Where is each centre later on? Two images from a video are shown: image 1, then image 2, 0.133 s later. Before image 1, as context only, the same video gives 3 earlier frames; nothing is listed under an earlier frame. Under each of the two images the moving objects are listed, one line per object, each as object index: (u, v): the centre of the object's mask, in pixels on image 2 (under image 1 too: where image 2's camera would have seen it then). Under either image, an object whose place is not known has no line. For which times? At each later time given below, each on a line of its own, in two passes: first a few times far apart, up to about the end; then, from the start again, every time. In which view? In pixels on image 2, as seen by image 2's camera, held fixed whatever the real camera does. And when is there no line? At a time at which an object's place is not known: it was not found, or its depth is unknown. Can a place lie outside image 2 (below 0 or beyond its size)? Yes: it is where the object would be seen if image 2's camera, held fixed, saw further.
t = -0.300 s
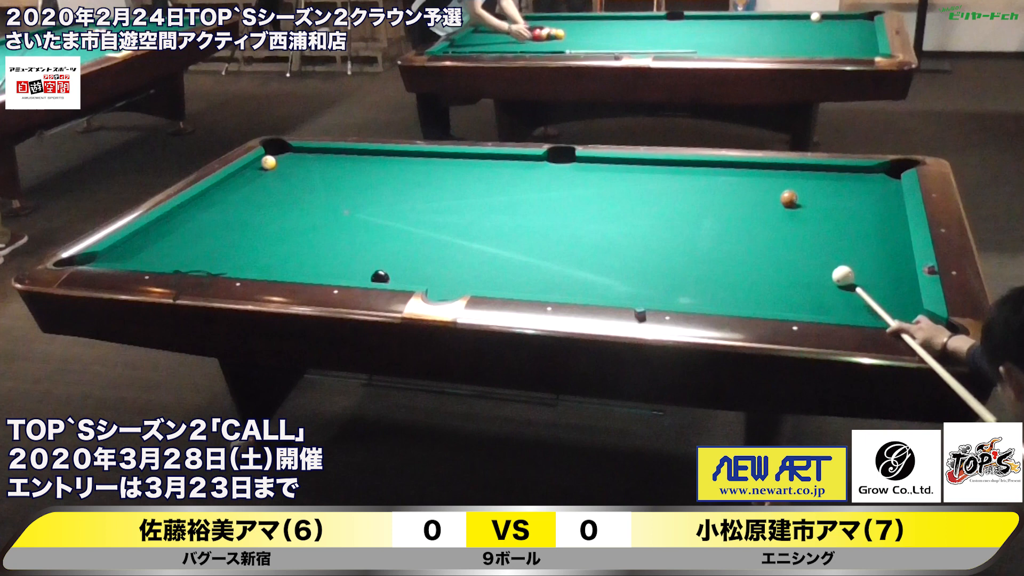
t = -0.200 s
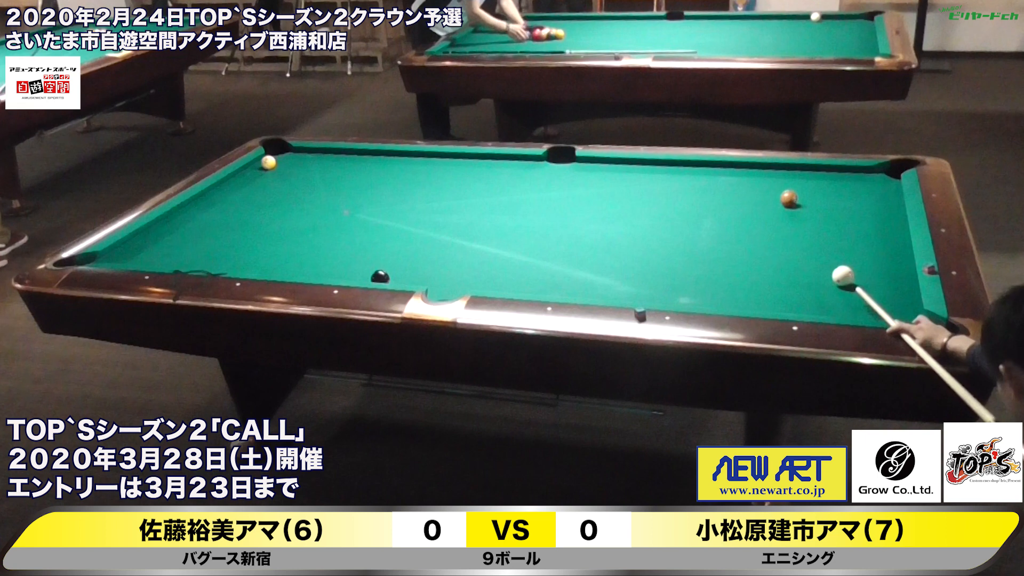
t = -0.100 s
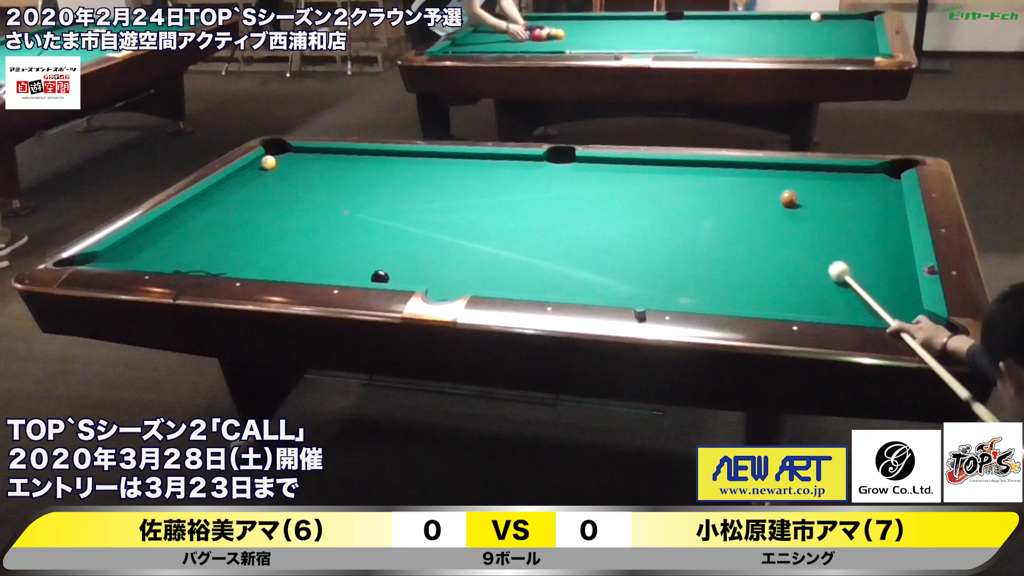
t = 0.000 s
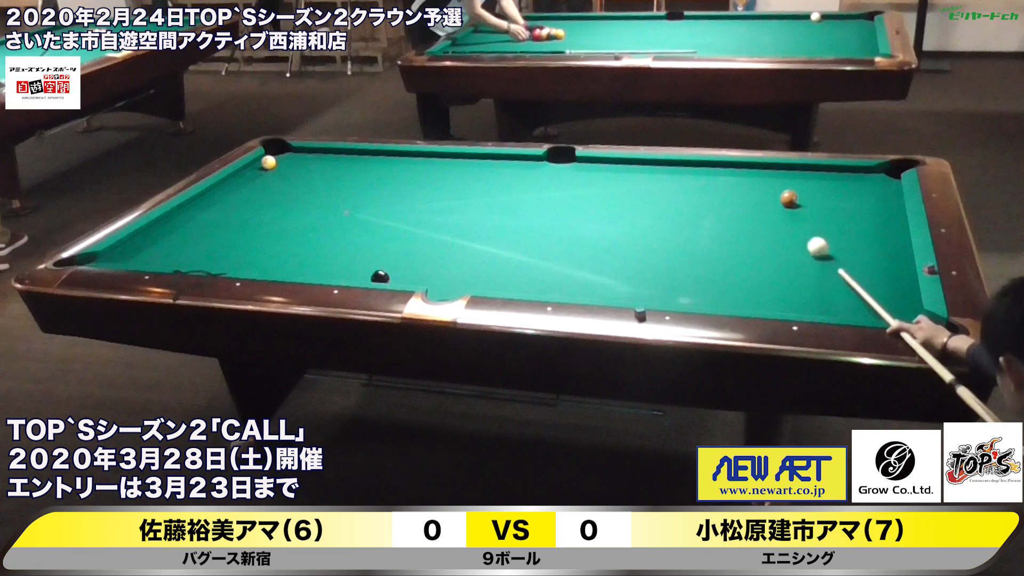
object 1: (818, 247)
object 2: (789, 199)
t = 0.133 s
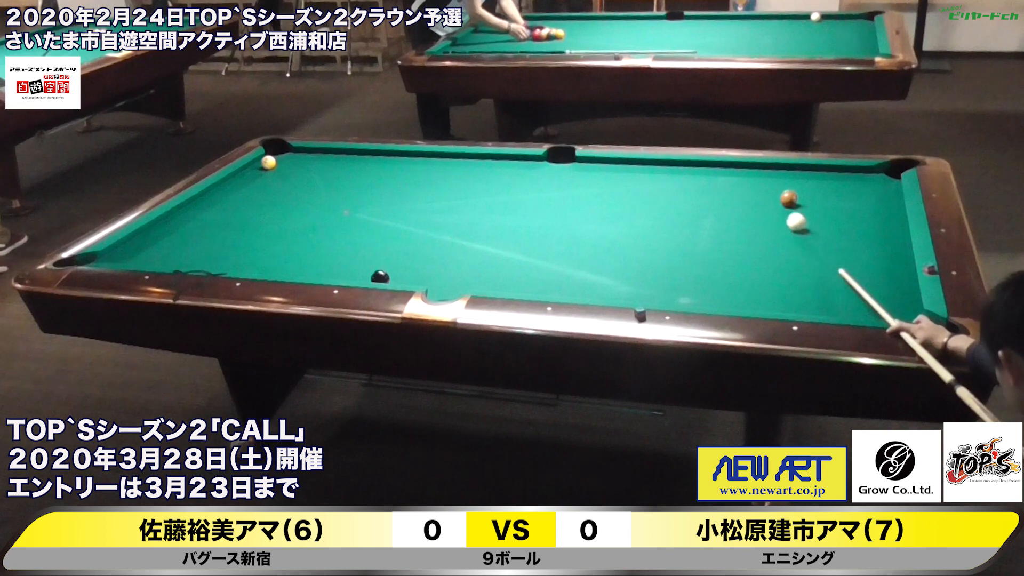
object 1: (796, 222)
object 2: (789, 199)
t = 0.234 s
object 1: (783, 206)
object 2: (791, 197)
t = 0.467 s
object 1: (733, 188)
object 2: (810, 185)
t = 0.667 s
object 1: (695, 175)
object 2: (824, 174)
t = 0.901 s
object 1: (656, 162)
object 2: (836, 172)
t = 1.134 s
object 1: (625, 168)
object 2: (844, 179)
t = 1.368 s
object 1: (595, 172)
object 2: (852, 185)
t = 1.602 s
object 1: (566, 177)
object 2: (860, 192)
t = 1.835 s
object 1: (538, 182)
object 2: (867, 198)
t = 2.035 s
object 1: (514, 185)
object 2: (873, 203)
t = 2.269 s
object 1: (487, 190)
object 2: (880, 209)
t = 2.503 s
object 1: (460, 194)
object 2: (887, 214)
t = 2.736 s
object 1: (434, 198)
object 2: (893, 219)
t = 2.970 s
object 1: (410, 202)
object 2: (899, 223)
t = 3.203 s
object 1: (386, 206)
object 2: (897, 226)
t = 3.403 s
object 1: (366, 209)
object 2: (895, 229)
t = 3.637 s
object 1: (344, 213)
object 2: (893, 231)
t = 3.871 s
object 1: (323, 216)
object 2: (891, 233)
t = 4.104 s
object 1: (302, 220)
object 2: (890, 234)
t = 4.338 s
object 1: (283, 223)
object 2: (889, 235)
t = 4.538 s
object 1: (267, 225)
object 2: (888, 236)
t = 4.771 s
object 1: (250, 228)
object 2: (888, 236)
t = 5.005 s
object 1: (234, 231)
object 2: (888, 236)
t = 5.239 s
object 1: (219, 234)
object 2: (888, 236)
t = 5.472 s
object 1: (205, 236)
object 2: (888, 235)
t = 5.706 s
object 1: (192, 238)
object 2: (888, 235)
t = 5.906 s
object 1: (182, 239)
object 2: (888, 235)
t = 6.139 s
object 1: (172, 241)
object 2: (888, 235)
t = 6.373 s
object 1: (163, 243)
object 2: (888, 235)
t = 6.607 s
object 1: (155, 244)
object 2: (888, 235)
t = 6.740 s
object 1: (151, 245)
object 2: (888, 236)
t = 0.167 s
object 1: (792, 217)
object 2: (789, 198)
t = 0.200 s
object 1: (787, 211)
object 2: (789, 197)
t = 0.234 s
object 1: (783, 206)
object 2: (791, 197)
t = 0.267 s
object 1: (777, 203)
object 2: (791, 198)
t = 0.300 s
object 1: (769, 200)
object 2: (794, 195)
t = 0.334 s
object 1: (761, 198)
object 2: (797, 193)
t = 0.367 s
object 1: (754, 196)
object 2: (801, 191)
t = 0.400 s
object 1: (747, 193)
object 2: (804, 189)
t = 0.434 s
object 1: (740, 191)
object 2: (806, 187)
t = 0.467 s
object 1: (733, 188)
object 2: (810, 185)
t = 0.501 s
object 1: (727, 186)
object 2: (812, 183)
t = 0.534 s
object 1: (720, 183)
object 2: (814, 181)
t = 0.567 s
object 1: (714, 181)
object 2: (817, 180)
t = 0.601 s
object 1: (707, 179)
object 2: (820, 178)
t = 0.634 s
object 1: (701, 177)
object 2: (822, 176)
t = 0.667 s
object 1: (695, 175)
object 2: (824, 174)
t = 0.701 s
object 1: (689, 172)
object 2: (827, 173)
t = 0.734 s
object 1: (683, 170)
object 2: (829, 171)
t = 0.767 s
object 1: (677, 168)
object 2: (832, 169)
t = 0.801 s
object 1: (672, 167)
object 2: (833, 169)
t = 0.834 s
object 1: (666, 164)
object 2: (834, 170)
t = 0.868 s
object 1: (660, 162)
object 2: (836, 172)
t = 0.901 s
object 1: (656, 162)
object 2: (836, 172)
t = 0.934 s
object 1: (651, 163)
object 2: (838, 173)
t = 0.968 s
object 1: (646, 164)
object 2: (839, 174)
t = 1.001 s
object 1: (642, 165)
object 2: (840, 175)
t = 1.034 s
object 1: (638, 166)
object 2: (841, 176)
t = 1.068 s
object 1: (634, 166)
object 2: (842, 177)
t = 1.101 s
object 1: (629, 167)
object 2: (844, 178)
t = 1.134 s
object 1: (625, 168)
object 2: (844, 179)
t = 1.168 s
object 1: (621, 168)
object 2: (846, 180)
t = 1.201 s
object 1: (616, 169)
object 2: (847, 180)
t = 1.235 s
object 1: (612, 170)
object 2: (848, 182)
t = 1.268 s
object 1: (608, 170)
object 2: (849, 182)
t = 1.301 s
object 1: (604, 171)
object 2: (850, 183)
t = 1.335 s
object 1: (599, 172)
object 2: (851, 184)
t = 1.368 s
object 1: (595, 172)
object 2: (852, 185)
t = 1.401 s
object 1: (591, 173)
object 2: (853, 186)
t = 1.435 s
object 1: (587, 174)
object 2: (854, 187)
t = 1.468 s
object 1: (582, 174)
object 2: (855, 188)
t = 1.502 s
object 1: (579, 175)
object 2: (856, 189)
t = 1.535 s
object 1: (574, 176)
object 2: (857, 190)
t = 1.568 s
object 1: (570, 176)
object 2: (859, 191)
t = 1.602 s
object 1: (566, 177)
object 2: (860, 192)
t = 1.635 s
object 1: (562, 178)
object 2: (861, 192)
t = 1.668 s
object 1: (558, 178)
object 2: (861, 193)
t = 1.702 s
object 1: (554, 179)
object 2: (862, 194)
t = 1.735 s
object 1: (550, 180)
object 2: (864, 195)
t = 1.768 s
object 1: (546, 180)
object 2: (865, 196)
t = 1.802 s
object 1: (542, 181)
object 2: (865, 197)
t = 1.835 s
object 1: (538, 182)
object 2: (867, 198)
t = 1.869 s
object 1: (533, 182)
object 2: (868, 199)
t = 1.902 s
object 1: (529, 183)
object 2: (869, 200)
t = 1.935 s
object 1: (525, 184)
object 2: (870, 200)
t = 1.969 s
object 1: (522, 184)
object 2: (871, 201)
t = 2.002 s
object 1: (518, 185)
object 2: (872, 202)
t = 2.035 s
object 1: (514, 185)
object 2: (873, 203)
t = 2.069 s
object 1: (510, 186)
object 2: (874, 204)
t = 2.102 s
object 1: (506, 187)
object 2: (875, 204)
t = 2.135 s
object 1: (502, 187)
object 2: (876, 205)
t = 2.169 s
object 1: (498, 188)
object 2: (877, 206)
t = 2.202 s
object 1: (494, 188)
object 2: (878, 207)
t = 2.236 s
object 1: (490, 189)
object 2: (879, 208)
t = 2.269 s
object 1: (487, 190)
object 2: (880, 209)
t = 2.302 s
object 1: (483, 190)
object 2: (881, 209)
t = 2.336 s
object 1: (479, 191)
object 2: (882, 210)
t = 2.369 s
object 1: (475, 192)
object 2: (883, 211)
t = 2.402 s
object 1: (471, 192)
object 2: (884, 212)
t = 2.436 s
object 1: (467, 193)
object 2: (885, 212)
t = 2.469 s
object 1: (464, 193)
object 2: (886, 213)
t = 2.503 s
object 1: (460, 194)
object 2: (887, 214)
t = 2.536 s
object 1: (456, 194)
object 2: (887, 214)
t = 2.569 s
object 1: (453, 195)
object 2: (889, 215)
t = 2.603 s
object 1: (449, 196)
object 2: (889, 216)
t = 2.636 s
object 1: (445, 196)
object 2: (890, 217)
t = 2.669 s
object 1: (442, 197)
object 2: (891, 217)
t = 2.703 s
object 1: (438, 197)
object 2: (892, 218)
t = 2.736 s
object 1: (434, 198)
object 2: (893, 219)
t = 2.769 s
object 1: (431, 199)
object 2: (894, 220)
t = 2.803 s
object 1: (427, 199)
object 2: (895, 220)
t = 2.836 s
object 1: (424, 200)
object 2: (896, 221)
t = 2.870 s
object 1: (420, 200)
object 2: (897, 222)
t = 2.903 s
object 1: (417, 201)
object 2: (897, 222)
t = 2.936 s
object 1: (413, 202)
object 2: (898, 223)
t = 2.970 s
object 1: (410, 202)
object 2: (899, 223)
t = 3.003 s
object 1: (406, 203)
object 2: (899, 224)
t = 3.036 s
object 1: (403, 203)
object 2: (899, 224)
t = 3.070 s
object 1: (399, 204)
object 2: (898, 225)
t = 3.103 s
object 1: (396, 204)
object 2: (898, 225)
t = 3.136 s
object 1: (393, 205)
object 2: (898, 226)
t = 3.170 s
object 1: (389, 206)
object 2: (897, 226)
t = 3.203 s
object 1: (386, 206)
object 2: (897, 226)
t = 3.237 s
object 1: (383, 207)
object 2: (897, 226)
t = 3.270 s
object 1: (379, 207)
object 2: (896, 227)
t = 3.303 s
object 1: (376, 207)
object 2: (896, 228)
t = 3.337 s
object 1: (373, 208)
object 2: (896, 228)
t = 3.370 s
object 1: (369, 209)
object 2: (895, 228)
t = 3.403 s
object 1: (366, 209)
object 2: (895, 229)
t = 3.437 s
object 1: (363, 210)
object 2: (895, 229)
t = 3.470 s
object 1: (360, 210)
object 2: (894, 229)
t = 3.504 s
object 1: (357, 211)
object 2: (894, 230)
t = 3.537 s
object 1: (354, 211)
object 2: (894, 230)
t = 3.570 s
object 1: (351, 212)
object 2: (894, 231)
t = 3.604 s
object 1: (347, 213)
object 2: (893, 231)
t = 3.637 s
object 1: (344, 213)
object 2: (893, 231)
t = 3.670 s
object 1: (341, 213)
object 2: (893, 231)
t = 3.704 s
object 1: (338, 214)
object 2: (893, 232)
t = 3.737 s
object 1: (335, 214)
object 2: (892, 232)
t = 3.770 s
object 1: (332, 215)
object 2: (892, 232)
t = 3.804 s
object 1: (329, 215)
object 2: (891, 232)
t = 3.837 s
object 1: (326, 215)
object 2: (891, 232)
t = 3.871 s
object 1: (323, 216)
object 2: (891, 233)
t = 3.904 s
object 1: (320, 216)
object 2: (891, 233)
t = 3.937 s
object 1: (317, 217)
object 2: (891, 233)
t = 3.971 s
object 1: (314, 218)
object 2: (891, 234)
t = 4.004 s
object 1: (311, 218)
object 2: (890, 234)
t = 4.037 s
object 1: (308, 218)
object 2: (890, 234)
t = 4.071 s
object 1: (305, 219)
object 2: (890, 234)
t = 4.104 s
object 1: (302, 220)
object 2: (890, 234)
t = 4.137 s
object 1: (300, 220)
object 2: (890, 234)
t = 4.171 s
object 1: (297, 221)
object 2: (890, 234)
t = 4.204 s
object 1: (294, 221)
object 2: (889, 235)
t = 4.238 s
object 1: (291, 222)
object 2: (889, 235)
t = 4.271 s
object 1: (288, 222)
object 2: (889, 235)
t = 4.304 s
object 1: (286, 222)
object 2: (889, 235)
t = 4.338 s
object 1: (283, 223)
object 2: (889, 235)
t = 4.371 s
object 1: (280, 223)
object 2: (889, 235)
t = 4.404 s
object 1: (278, 223)
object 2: (888, 235)
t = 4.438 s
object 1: (275, 224)
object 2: (888, 235)
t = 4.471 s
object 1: (272, 225)
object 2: (888, 235)
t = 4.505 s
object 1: (270, 225)
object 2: (888, 236)
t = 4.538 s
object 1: (267, 225)
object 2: (888, 236)
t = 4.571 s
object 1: (265, 226)
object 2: (888, 236)
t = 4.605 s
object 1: (262, 226)
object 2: (888, 236)
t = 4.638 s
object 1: (260, 227)
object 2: (888, 236)
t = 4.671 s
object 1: (257, 227)
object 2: (888, 236)
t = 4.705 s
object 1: (255, 228)
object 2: (888, 236)
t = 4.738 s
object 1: (252, 228)
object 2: (888, 236)
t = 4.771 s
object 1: (250, 228)
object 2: (888, 236)
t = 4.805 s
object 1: (248, 228)
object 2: (888, 236)
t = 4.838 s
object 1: (245, 229)
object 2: (888, 236)
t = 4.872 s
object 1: (243, 229)
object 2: (888, 236)
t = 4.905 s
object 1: (241, 230)
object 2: (888, 236)
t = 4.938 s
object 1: (238, 230)
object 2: (888, 236)
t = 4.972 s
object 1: (236, 231)
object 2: (888, 236)
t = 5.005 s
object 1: (234, 231)
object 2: (888, 236)
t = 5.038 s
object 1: (232, 231)
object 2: (888, 236)
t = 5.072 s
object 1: (229, 232)
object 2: (888, 236)
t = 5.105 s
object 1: (227, 232)
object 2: (888, 236)
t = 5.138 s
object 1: (225, 232)
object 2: (888, 236)
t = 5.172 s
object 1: (223, 233)
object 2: (888, 236)
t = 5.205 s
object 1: (221, 233)
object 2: (888, 236)
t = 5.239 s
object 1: (219, 234)
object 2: (888, 236)
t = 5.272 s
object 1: (217, 234)
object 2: (888, 235)
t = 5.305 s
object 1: (215, 234)
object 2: (888, 235)
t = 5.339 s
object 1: (213, 235)
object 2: (888, 235)
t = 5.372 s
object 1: (211, 235)
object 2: (888, 235)
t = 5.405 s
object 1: (209, 235)
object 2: (888, 235)
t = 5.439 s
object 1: (207, 235)
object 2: (888, 235)
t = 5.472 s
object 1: (205, 236)
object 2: (888, 235)
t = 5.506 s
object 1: (203, 236)
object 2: (888, 235)
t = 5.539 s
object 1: (201, 237)
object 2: (888, 235)
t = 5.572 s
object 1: (200, 237)
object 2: (888, 235)
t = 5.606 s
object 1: (198, 237)
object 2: (888, 235)
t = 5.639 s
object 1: (196, 237)
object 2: (888, 235)
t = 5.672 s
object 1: (194, 238)
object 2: (888, 235)
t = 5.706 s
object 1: (192, 238)
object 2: (888, 235)
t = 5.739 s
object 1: (191, 238)
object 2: (888, 235)
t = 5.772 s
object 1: (189, 238)
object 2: (888, 235)
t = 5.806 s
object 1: (187, 239)
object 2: (888, 235)
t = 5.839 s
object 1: (186, 239)
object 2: (888, 235)
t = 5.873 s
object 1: (184, 239)
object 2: (888, 235)
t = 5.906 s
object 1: (182, 239)
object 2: (888, 235)
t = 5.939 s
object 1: (181, 240)
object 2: (888, 235)
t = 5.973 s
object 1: (179, 240)
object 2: (888, 235)
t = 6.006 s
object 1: (178, 240)
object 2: (888, 235)
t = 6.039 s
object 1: (176, 241)
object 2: (888, 235)
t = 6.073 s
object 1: (175, 241)
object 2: (888, 235)
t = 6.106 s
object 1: (173, 241)
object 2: (888, 235)
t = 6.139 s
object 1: (172, 241)
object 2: (888, 235)
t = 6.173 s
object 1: (171, 241)
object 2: (888, 235)
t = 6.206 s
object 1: (169, 242)
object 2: (888, 235)
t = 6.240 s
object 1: (168, 242)
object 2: (888, 235)
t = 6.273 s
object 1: (166, 242)
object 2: (888, 235)
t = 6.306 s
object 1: (165, 243)
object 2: (888, 235)
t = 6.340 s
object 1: (164, 243)
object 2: (888, 235)
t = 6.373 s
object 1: (163, 243)
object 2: (888, 235)
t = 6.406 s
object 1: (162, 243)
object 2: (888, 235)
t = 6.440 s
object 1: (160, 243)
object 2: (888, 235)
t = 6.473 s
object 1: (159, 243)
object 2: (888, 235)
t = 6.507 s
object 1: (158, 244)
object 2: (888, 235)
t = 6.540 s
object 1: (156, 244)
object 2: (888, 235)
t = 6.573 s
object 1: (156, 244)
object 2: (888, 235)
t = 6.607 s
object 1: (155, 244)
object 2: (888, 235)
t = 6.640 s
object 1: (154, 244)
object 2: (888, 236)
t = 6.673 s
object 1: (153, 245)
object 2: (888, 236)
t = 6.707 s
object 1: (152, 245)
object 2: (888, 236)
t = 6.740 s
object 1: (151, 245)
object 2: (888, 236)
